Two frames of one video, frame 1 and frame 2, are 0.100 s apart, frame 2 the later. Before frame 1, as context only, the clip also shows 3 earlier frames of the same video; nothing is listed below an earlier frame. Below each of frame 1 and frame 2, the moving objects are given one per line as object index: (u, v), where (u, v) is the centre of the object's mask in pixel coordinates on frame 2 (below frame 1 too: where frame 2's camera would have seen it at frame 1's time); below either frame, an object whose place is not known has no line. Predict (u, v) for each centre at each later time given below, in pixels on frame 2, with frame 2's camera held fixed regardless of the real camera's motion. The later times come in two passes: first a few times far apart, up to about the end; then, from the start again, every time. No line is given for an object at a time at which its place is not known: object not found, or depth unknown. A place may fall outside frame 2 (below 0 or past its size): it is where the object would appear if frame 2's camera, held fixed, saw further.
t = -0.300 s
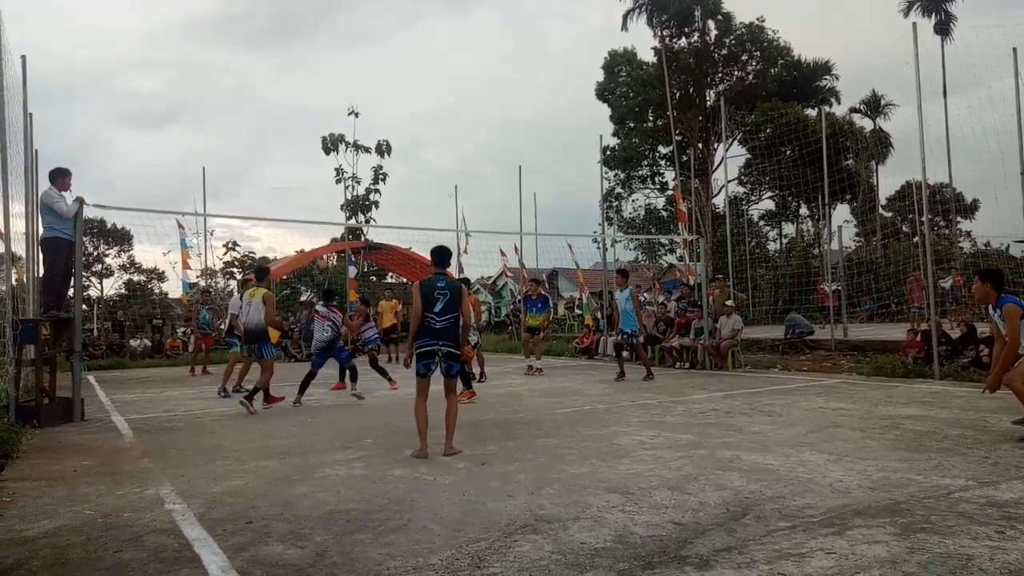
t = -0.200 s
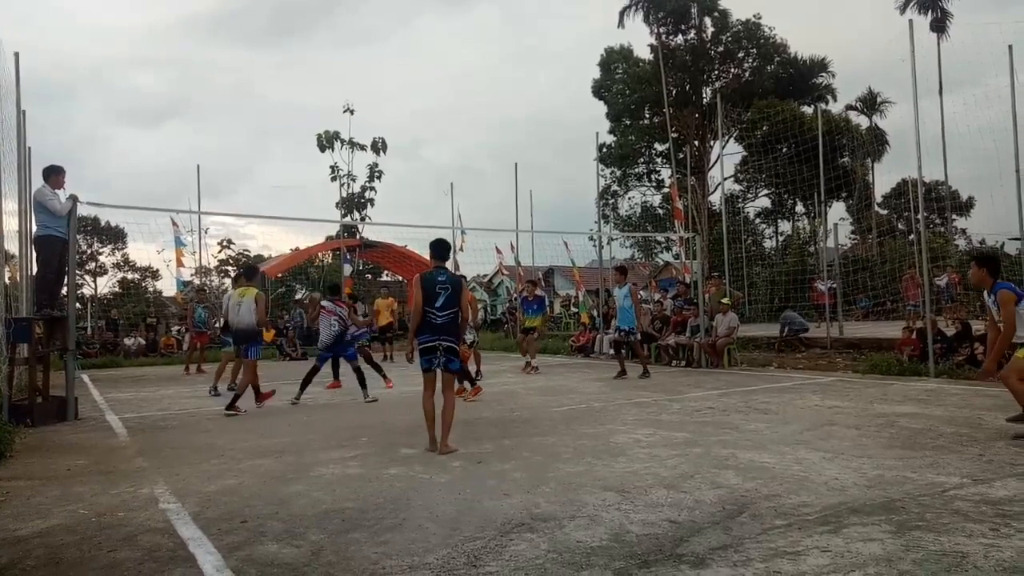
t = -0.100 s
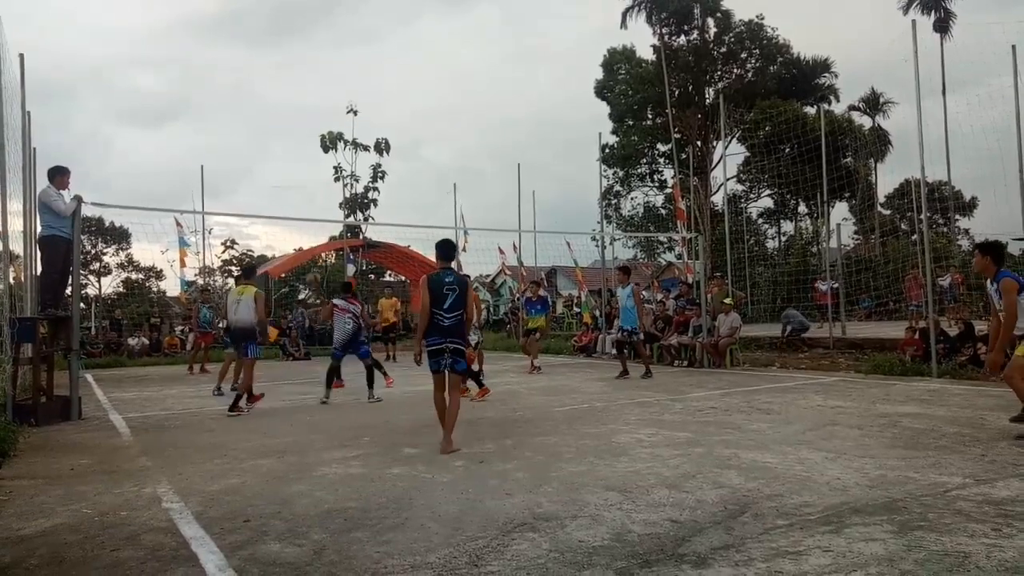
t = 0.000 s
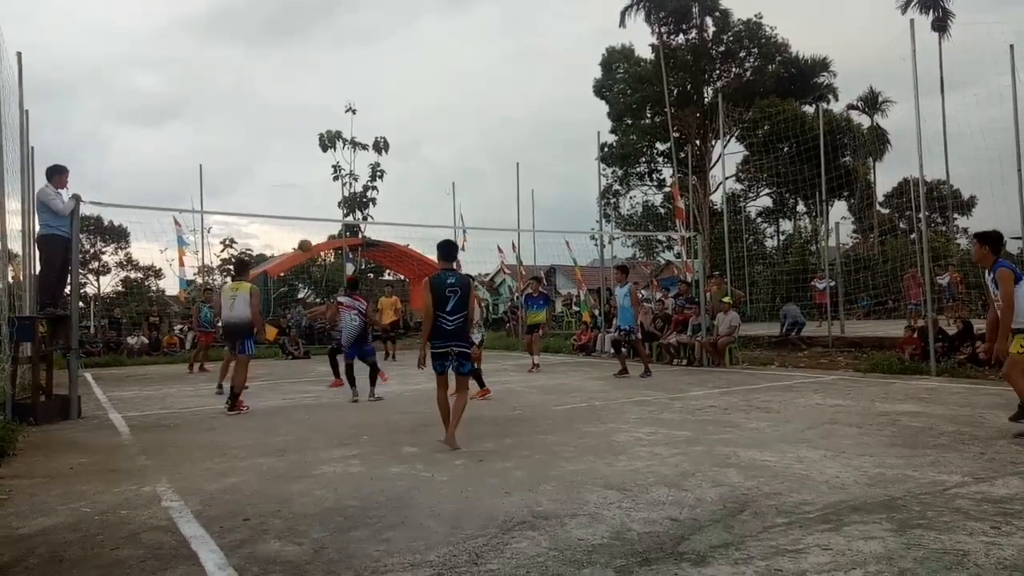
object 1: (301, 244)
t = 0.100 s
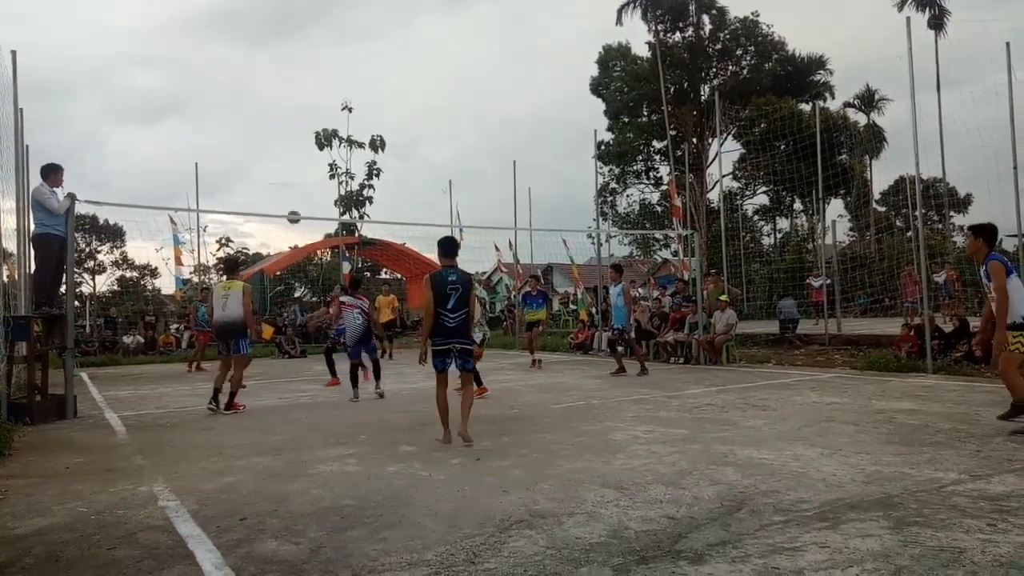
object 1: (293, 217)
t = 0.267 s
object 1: (282, 186)
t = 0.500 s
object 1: (265, 174)
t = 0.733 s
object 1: (251, 196)
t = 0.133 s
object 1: (291, 209)
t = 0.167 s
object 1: (289, 203)
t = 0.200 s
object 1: (286, 197)
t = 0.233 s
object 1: (284, 191)
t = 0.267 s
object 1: (282, 186)
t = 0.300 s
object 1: (279, 183)
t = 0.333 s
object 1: (277, 179)
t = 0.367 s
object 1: (275, 177)
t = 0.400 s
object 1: (273, 175)
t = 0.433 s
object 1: (270, 174)
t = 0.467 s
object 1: (268, 173)
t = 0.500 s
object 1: (265, 174)
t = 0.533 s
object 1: (264, 175)
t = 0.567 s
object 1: (262, 177)
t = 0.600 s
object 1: (260, 179)
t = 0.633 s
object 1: (258, 182)
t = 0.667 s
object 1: (256, 186)
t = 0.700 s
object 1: (254, 191)
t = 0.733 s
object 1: (251, 196)
